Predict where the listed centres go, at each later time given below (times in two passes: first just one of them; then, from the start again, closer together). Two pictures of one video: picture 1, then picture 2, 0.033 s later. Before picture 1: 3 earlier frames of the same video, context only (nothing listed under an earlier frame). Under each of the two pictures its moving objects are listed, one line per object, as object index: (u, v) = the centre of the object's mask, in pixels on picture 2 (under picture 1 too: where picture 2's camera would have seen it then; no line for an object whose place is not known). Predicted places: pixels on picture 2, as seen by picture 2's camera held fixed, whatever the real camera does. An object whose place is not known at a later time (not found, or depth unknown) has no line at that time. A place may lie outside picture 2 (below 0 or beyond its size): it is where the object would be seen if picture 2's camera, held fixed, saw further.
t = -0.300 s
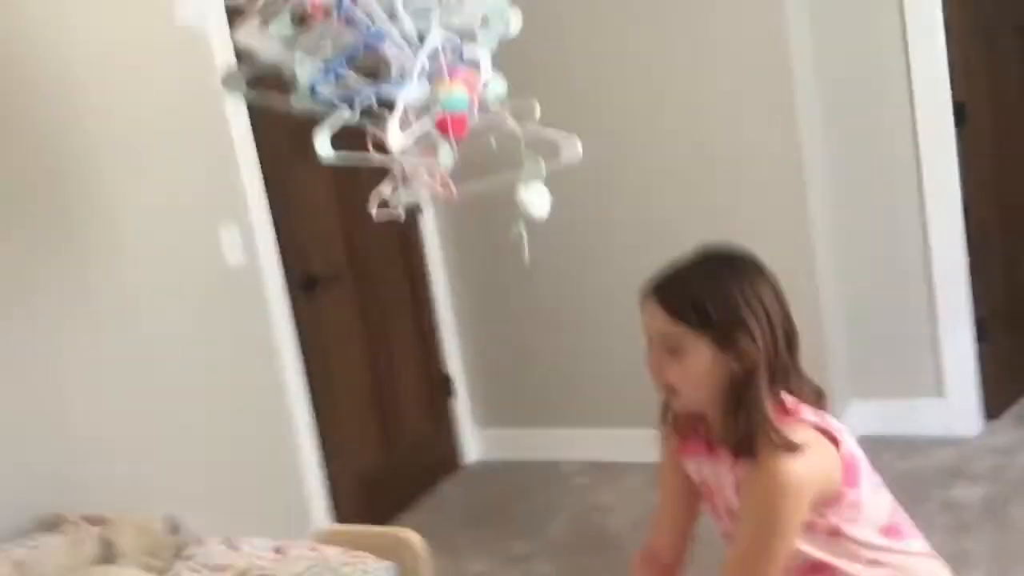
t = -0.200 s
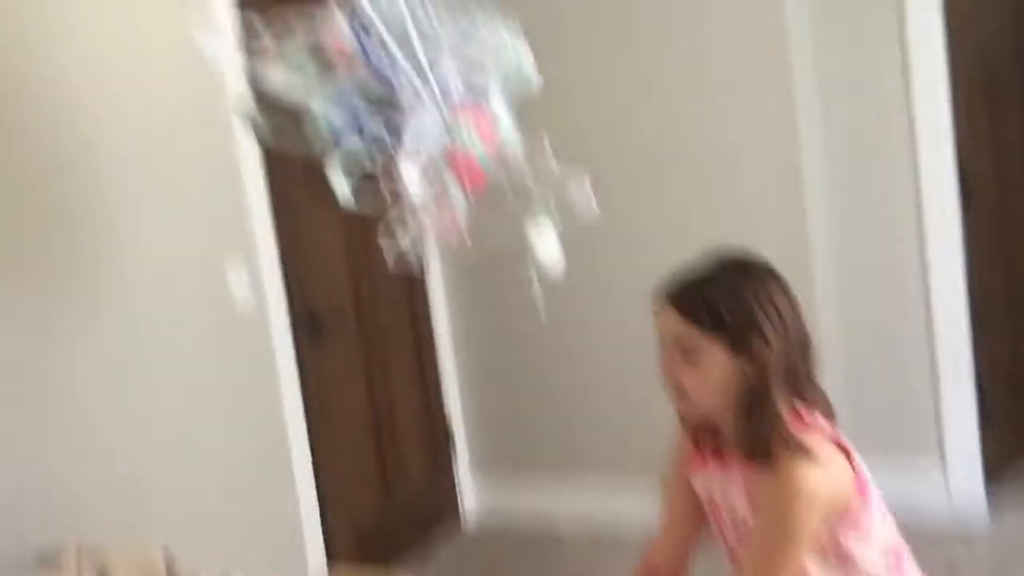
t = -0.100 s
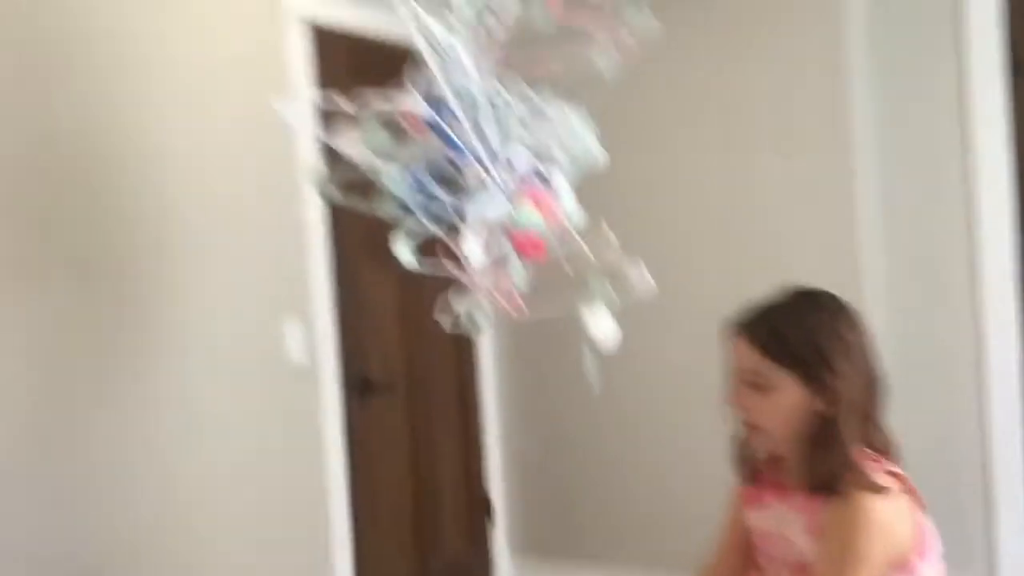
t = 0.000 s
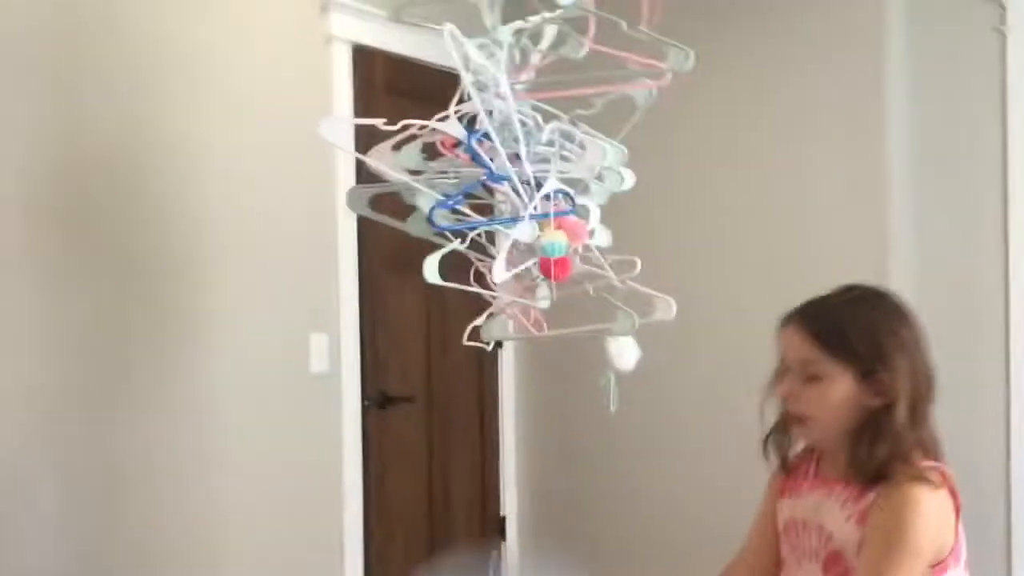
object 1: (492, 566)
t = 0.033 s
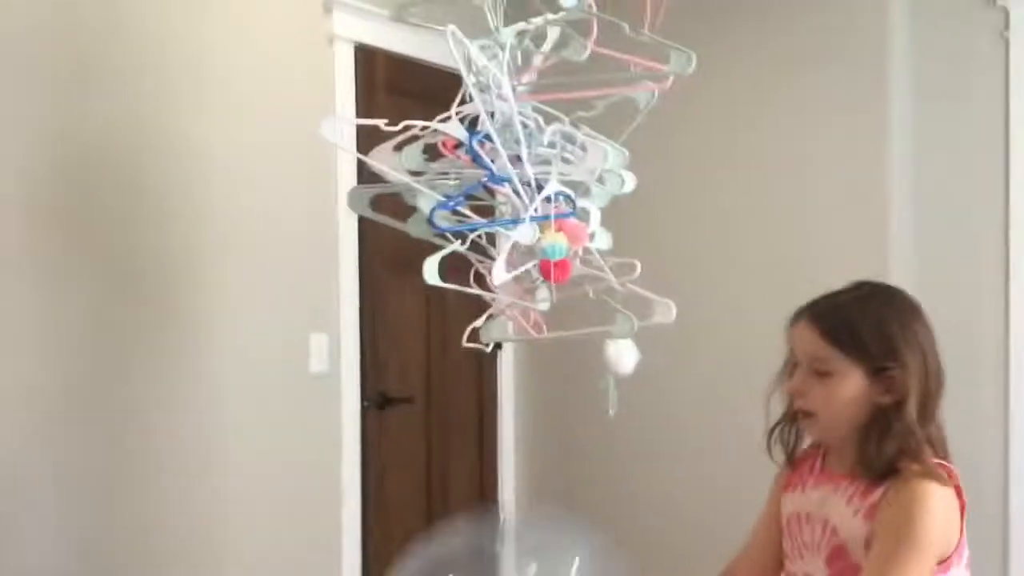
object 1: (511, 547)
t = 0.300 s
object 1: (588, 385)
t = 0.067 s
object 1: (515, 532)
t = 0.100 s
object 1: (518, 518)
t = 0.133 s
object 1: (525, 505)
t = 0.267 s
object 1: (577, 407)
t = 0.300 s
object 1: (588, 385)
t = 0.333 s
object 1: (595, 354)
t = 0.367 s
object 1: (605, 328)
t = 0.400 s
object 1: (611, 302)
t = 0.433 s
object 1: (616, 272)
